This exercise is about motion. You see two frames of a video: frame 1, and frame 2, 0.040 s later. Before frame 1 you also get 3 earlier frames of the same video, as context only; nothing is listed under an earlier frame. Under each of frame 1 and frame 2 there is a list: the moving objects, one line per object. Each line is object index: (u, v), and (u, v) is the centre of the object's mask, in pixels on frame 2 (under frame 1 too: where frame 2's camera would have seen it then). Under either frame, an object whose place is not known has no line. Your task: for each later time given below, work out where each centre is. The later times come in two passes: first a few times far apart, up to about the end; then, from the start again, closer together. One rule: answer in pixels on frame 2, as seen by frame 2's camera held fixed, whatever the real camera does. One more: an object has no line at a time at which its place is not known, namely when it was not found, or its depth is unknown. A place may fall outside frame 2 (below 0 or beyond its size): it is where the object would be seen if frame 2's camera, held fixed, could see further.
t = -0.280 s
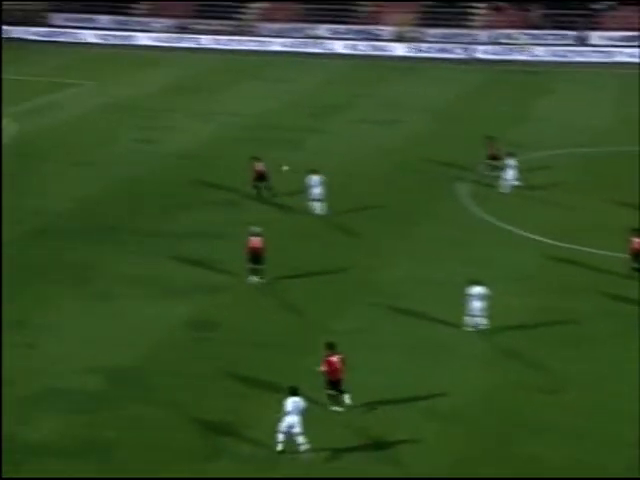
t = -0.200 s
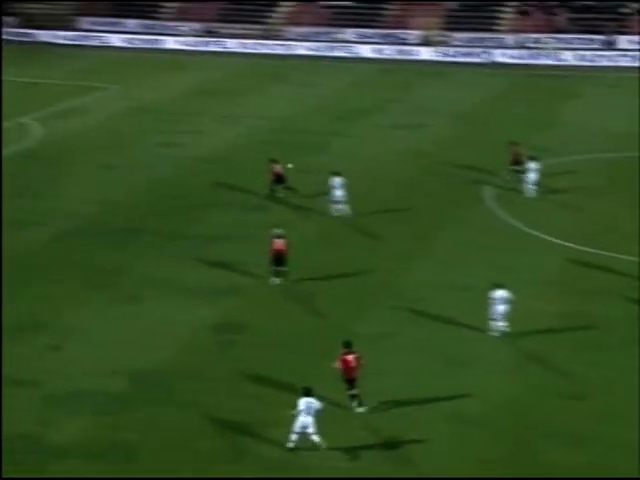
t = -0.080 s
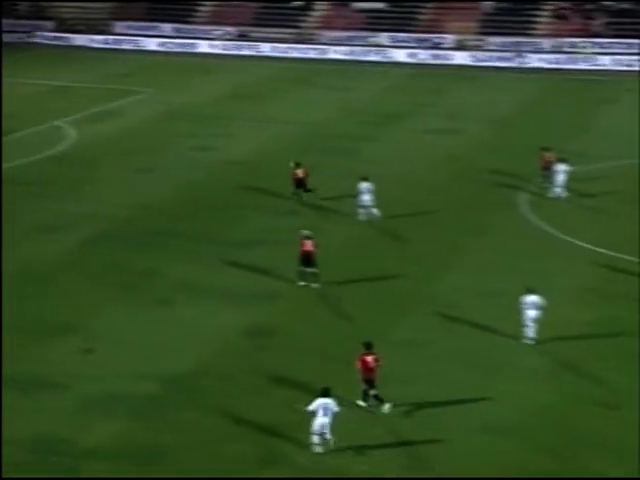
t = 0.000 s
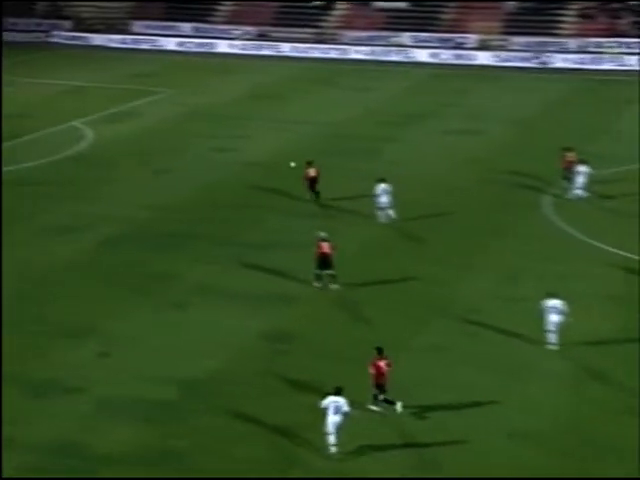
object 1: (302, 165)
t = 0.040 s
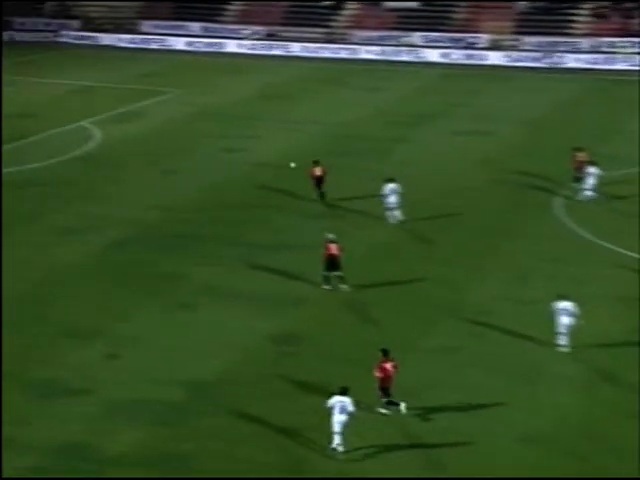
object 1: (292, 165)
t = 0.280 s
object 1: (243, 161)
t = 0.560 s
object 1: (194, 158)
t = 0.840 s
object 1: (150, 150)
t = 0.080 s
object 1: (282, 165)
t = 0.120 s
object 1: (273, 166)
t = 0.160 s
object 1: (265, 167)
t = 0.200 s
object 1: (257, 166)
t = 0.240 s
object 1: (250, 163)
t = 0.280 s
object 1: (243, 161)
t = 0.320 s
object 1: (236, 159)
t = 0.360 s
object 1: (229, 158)
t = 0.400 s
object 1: (221, 157)
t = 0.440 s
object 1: (215, 157)
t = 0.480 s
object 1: (208, 157)
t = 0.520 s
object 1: (201, 157)
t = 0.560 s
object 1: (194, 158)
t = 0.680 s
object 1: (175, 155)
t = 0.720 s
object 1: (168, 153)
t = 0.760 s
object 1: (162, 151)
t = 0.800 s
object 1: (156, 151)
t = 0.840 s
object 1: (150, 150)
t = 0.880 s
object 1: (144, 151)
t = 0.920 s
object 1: (138, 151)
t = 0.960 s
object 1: (133, 152)
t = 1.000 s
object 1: (127, 152)
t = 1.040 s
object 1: (122, 151)
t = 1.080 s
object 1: (116, 150)
